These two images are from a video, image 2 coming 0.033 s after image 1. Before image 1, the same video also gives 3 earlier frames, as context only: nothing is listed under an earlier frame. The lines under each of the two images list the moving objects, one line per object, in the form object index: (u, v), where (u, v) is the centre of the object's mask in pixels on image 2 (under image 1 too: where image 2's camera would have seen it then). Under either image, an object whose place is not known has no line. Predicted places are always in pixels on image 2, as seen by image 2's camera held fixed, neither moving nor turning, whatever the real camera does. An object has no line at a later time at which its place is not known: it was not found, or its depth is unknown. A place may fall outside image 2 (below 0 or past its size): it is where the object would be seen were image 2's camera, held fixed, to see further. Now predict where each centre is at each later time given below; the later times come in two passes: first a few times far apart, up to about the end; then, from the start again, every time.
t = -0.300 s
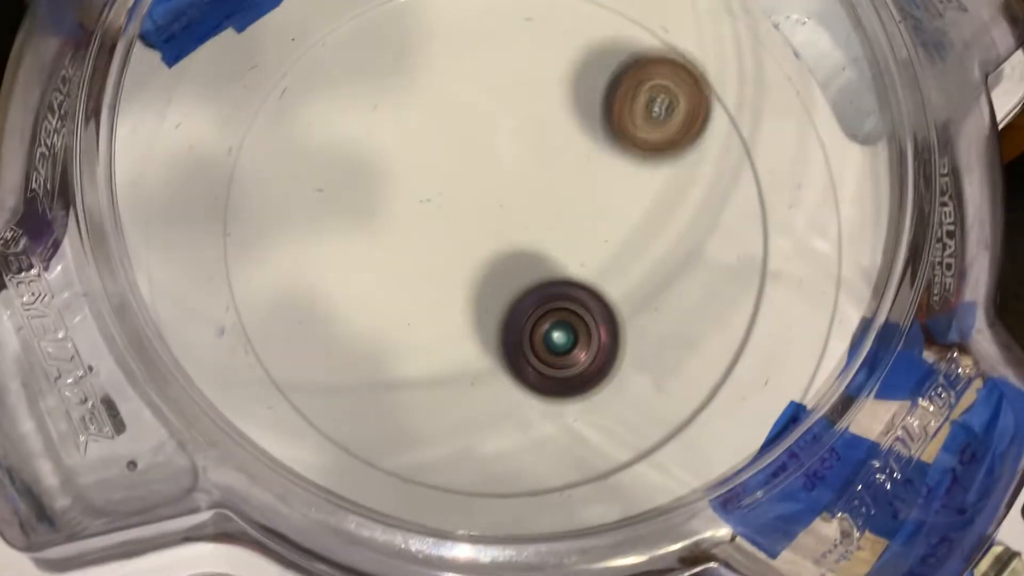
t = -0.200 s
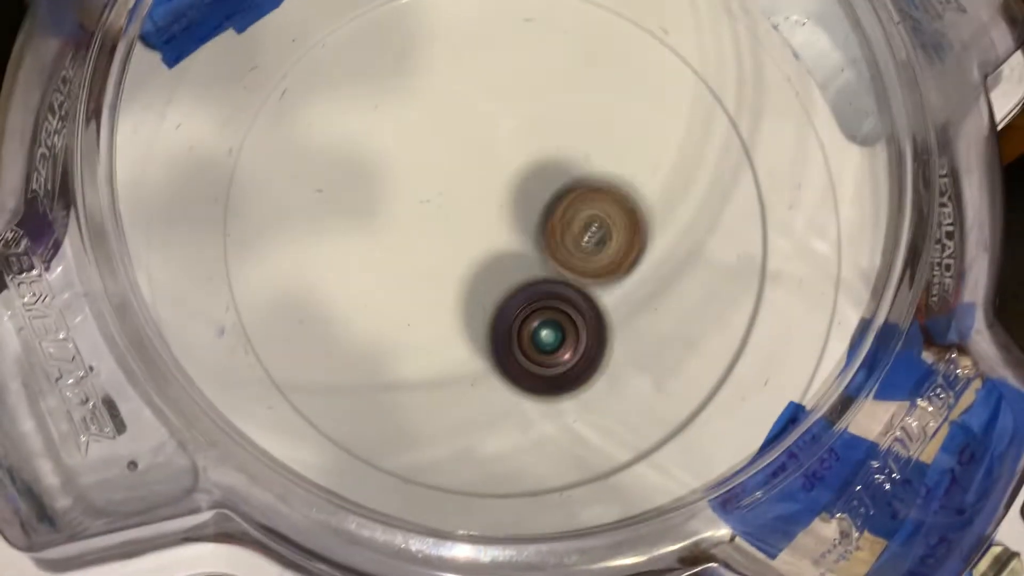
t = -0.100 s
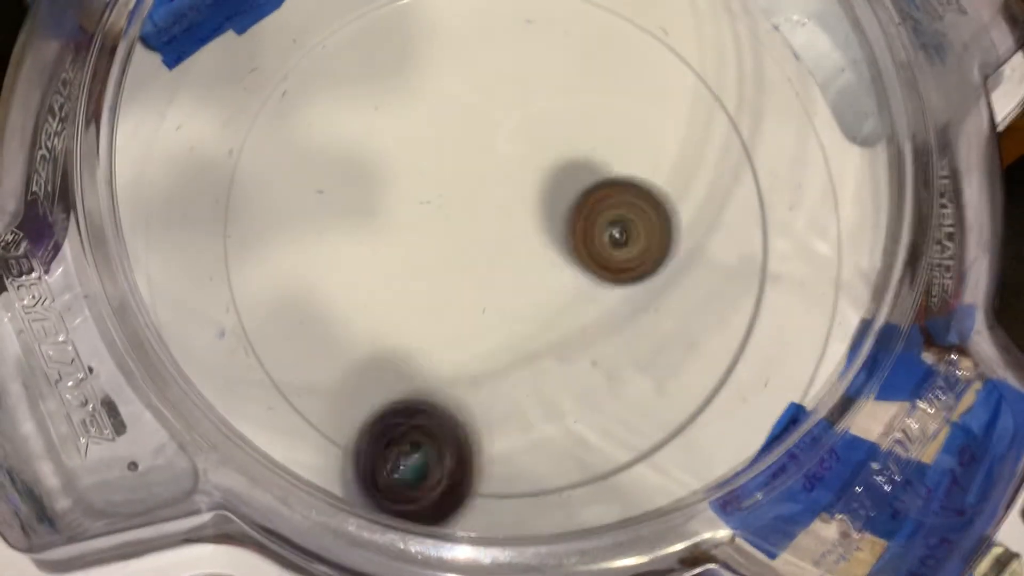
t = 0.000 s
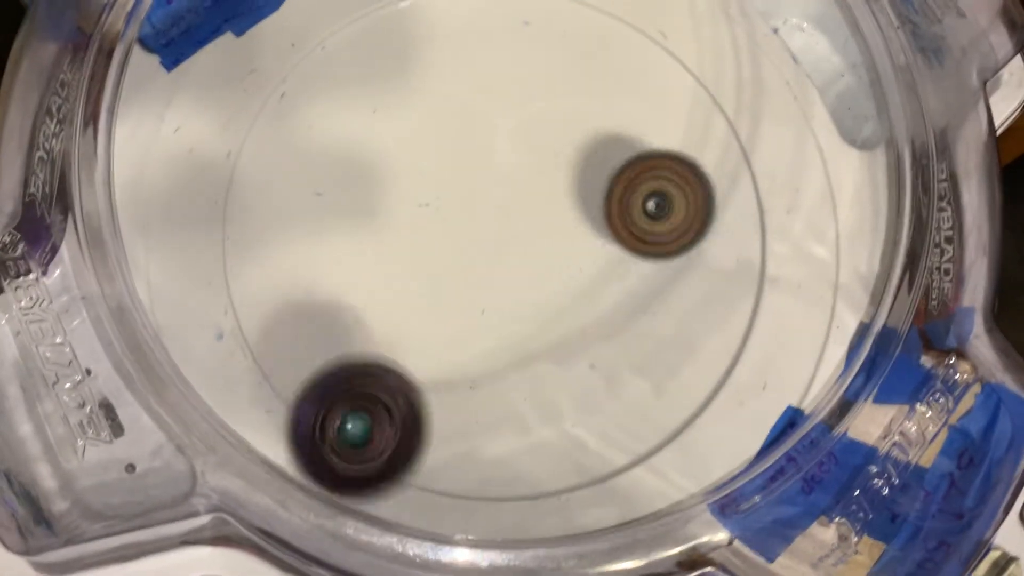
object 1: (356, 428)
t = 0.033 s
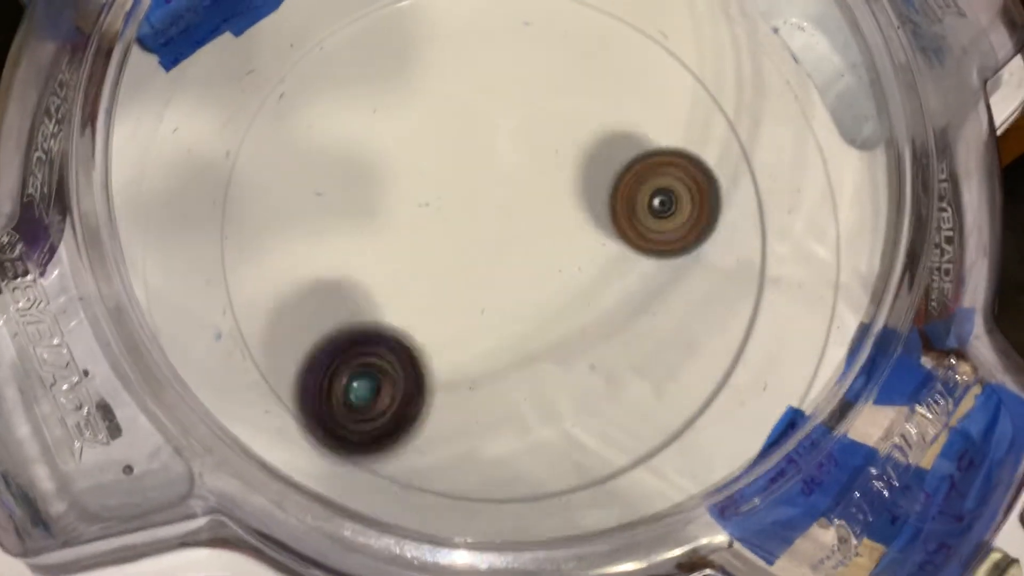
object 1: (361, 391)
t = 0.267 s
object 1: (485, 131)
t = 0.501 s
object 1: (515, 98)
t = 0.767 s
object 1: (396, 305)
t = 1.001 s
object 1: (465, 171)
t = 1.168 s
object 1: (422, 113)
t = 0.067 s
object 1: (371, 359)
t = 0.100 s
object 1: (386, 315)
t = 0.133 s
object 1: (405, 269)
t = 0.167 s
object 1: (425, 229)
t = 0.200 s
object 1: (447, 192)
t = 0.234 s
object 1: (465, 160)
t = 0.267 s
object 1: (485, 131)
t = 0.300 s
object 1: (501, 109)
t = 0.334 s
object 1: (514, 92)
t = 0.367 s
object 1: (523, 82)
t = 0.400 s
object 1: (529, 78)
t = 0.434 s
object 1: (529, 79)
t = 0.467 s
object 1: (525, 86)
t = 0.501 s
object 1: (515, 98)
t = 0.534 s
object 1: (499, 114)
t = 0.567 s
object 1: (478, 133)
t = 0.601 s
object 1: (453, 158)
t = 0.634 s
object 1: (427, 191)
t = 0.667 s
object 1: (405, 230)
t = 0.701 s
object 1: (393, 276)
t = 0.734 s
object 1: (390, 317)
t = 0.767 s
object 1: (396, 305)
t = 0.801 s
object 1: (405, 291)
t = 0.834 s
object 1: (422, 277)
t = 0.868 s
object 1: (436, 259)
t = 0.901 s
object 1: (449, 239)
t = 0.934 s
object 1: (458, 216)
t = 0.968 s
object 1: (463, 194)
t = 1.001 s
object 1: (465, 171)
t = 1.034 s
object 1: (463, 153)
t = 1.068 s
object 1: (457, 136)
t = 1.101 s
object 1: (449, 124)
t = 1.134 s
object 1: (437, 116)
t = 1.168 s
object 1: (422, 113)
